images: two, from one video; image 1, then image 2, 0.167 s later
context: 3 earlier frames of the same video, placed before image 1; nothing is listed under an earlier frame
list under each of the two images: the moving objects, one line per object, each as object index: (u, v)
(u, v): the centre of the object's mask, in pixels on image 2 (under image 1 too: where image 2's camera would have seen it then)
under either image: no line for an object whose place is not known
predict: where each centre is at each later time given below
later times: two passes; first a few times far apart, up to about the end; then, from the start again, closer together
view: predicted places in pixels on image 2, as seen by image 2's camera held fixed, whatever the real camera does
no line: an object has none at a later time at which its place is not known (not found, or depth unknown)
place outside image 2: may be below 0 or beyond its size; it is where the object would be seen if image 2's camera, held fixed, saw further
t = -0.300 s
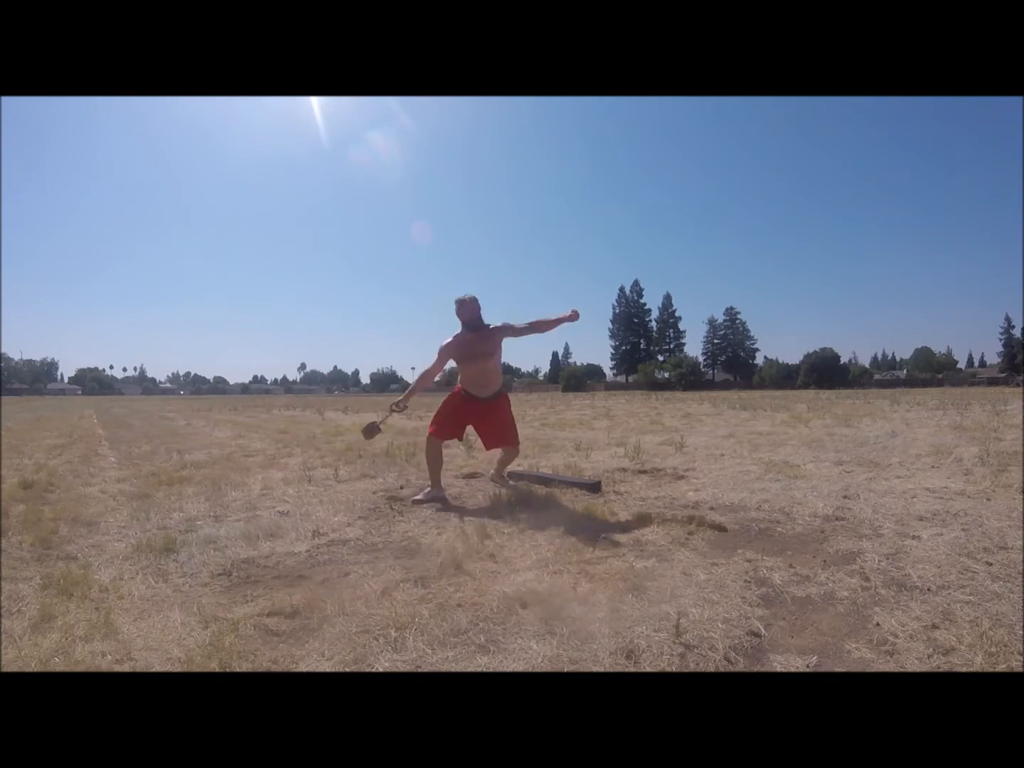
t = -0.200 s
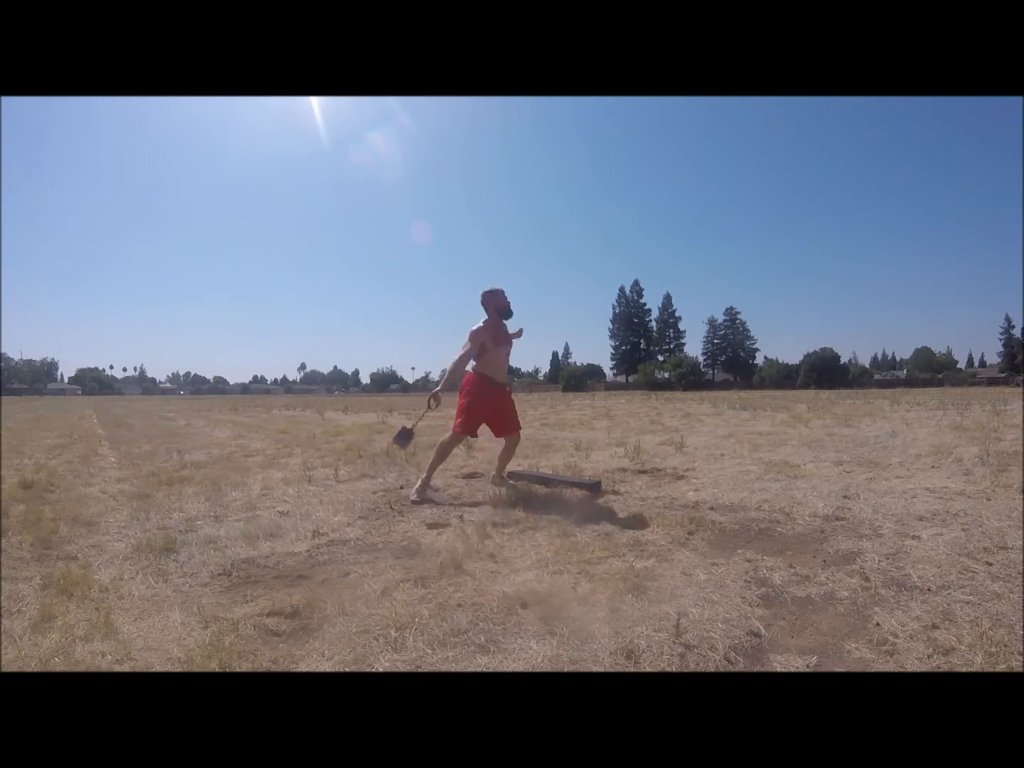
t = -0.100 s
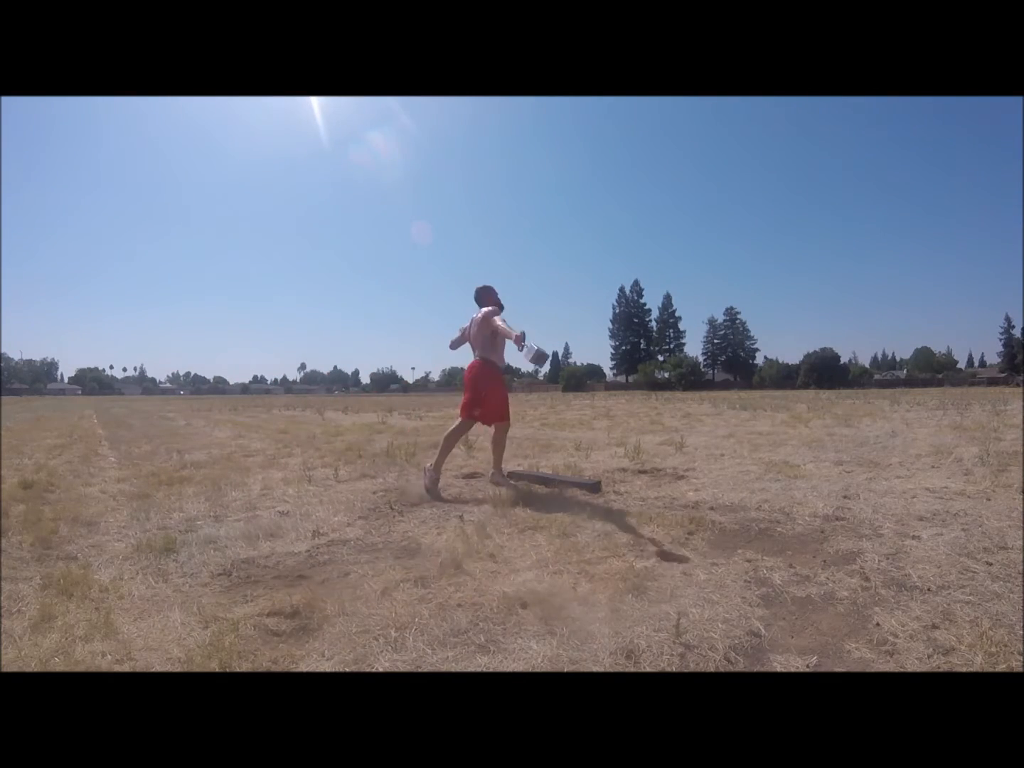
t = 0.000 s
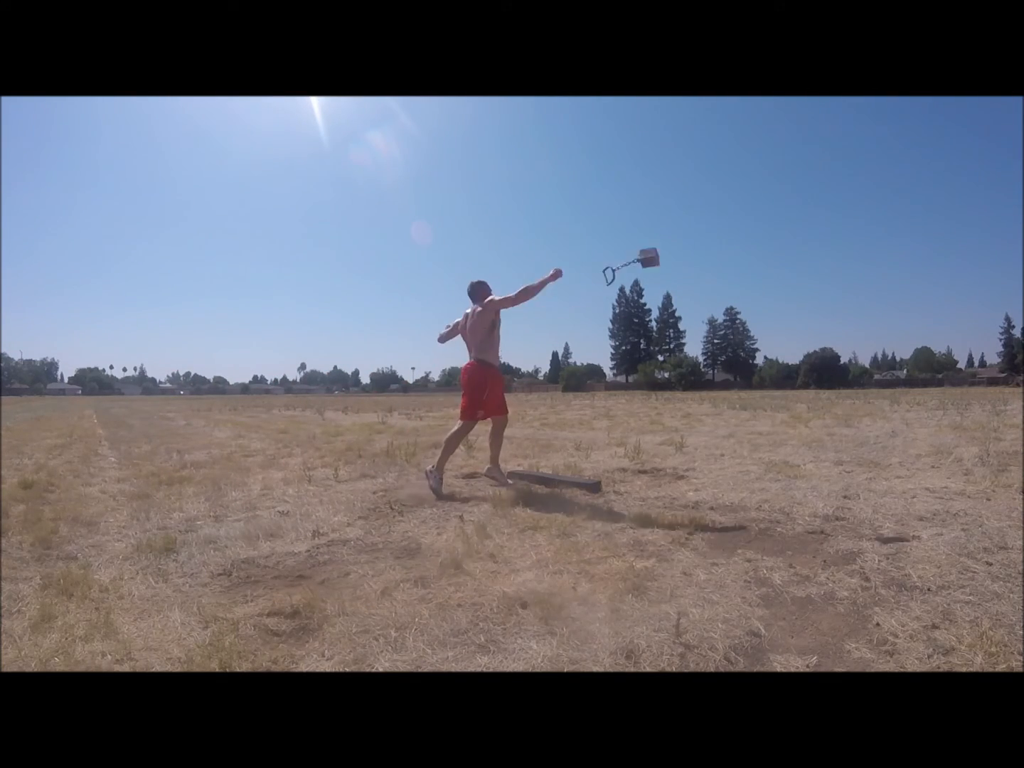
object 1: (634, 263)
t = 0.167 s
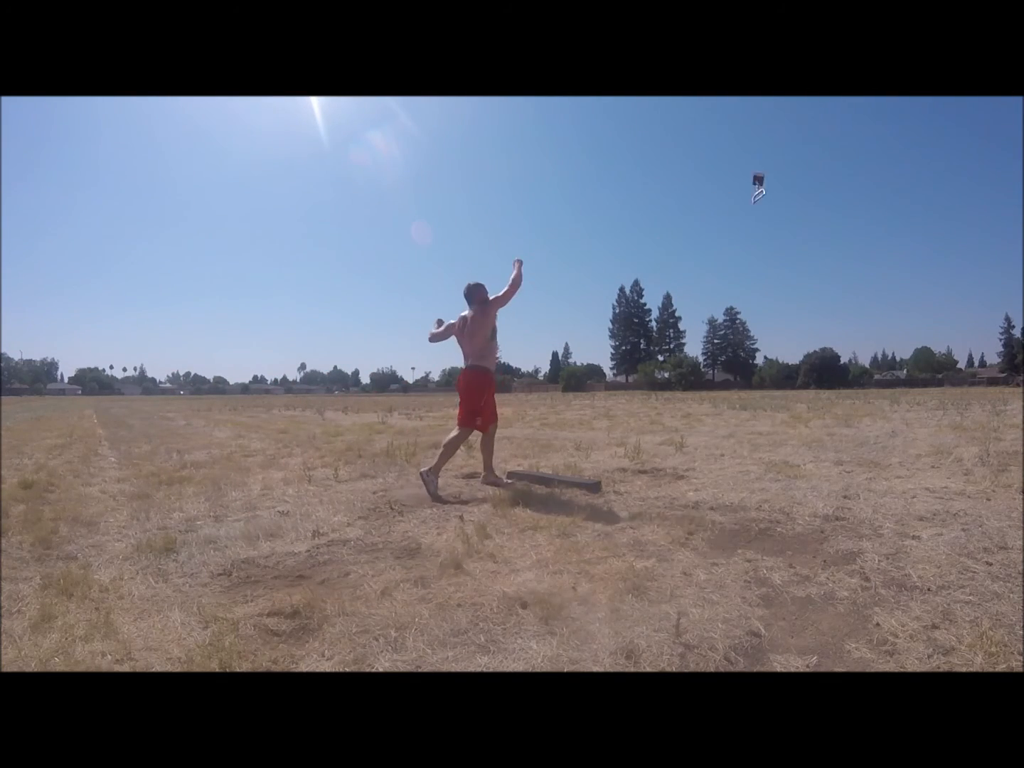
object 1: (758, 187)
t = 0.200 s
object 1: (779, 177)
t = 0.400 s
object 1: (854, 151)
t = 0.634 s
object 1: (901, 173)
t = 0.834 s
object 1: (931, 208)
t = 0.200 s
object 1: (779, 177)
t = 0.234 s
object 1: (796, 168)
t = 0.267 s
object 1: (811, 162)
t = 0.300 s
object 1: (824, 157)
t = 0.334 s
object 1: (835, 154)
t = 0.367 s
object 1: (846, 151)
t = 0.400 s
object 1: (854, 151)
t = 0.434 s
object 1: (860, 152)
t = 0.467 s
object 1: (866, 154)
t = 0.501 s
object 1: (873, 157)
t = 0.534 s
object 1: (879, 160)
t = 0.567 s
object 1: (885, 163)
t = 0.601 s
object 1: (891, 167)
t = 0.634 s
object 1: (901, 173)
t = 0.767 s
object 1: (917, 195)
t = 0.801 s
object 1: (924, 202)
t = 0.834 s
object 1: (931, 208)
